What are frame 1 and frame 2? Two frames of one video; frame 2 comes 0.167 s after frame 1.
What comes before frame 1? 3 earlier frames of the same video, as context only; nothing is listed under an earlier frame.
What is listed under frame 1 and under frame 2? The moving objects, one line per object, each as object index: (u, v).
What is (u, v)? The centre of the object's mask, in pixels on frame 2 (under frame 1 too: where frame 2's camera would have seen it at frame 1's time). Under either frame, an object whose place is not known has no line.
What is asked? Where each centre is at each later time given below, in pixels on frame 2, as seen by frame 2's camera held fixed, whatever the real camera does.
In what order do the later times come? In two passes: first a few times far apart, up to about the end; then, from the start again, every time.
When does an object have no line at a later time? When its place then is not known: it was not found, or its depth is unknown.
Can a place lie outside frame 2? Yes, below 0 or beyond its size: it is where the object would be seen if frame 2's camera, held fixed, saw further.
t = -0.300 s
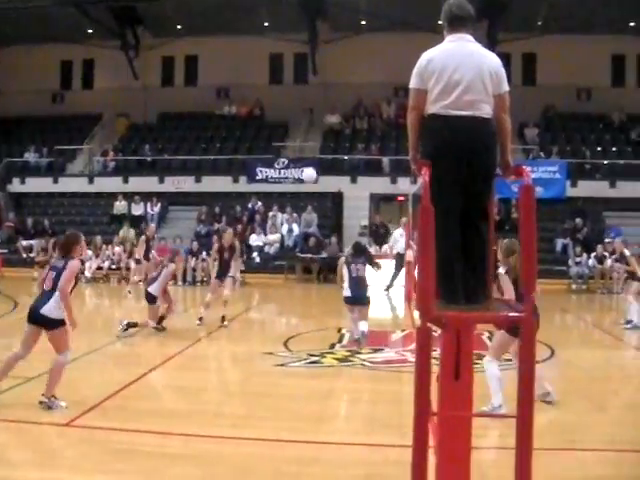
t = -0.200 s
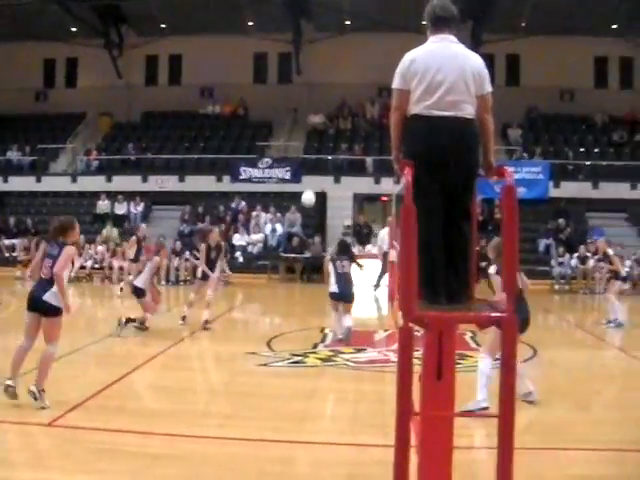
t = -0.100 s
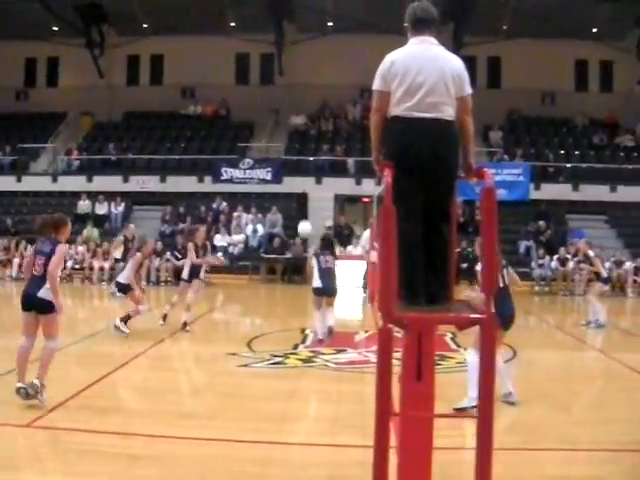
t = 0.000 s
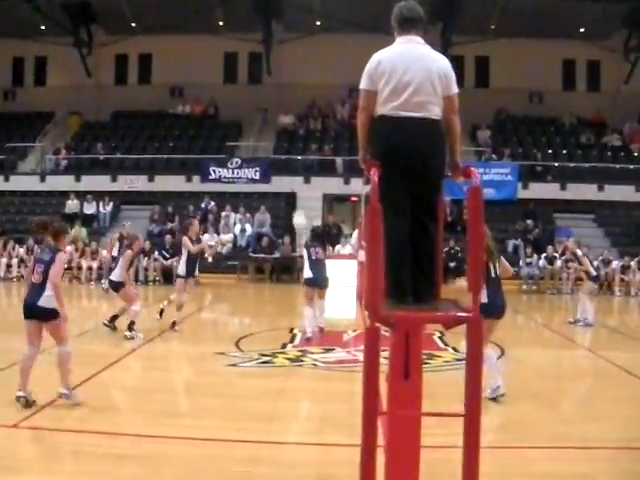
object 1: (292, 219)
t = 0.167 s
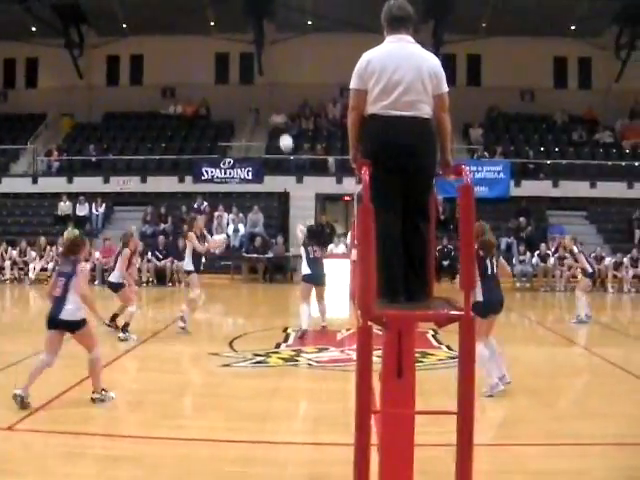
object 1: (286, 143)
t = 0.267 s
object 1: (283, 107)
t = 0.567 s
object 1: (275, 48)
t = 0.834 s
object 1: (268, 42)
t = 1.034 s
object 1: (264, 63)
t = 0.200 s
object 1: (285, 130)
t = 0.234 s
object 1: (283, 118)
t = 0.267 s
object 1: (283, 107)
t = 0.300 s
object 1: (281, 97)
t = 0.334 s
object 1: (280, 89)
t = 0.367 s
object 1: (280, 81)
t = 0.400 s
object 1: (279, 73)
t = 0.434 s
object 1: (278, 67)
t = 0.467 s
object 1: (277, 61)
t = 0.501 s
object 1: (276, 56)
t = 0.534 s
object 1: (275, 51)
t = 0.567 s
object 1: (275, 48)
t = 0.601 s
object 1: (274, 45)
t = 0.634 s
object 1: (273, 43)
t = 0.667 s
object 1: (272, 41)
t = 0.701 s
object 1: (272, 40)
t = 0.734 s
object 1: (271, 40)
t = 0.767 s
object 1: (270, 40)
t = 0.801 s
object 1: (269, 41)
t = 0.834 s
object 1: (268, 42)
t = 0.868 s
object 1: (268, 44)
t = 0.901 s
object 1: (267, 47)
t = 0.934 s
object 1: (266, 50)
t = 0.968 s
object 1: (265, 54)
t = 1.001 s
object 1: (264, 58)
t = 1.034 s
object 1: (264, 63)
